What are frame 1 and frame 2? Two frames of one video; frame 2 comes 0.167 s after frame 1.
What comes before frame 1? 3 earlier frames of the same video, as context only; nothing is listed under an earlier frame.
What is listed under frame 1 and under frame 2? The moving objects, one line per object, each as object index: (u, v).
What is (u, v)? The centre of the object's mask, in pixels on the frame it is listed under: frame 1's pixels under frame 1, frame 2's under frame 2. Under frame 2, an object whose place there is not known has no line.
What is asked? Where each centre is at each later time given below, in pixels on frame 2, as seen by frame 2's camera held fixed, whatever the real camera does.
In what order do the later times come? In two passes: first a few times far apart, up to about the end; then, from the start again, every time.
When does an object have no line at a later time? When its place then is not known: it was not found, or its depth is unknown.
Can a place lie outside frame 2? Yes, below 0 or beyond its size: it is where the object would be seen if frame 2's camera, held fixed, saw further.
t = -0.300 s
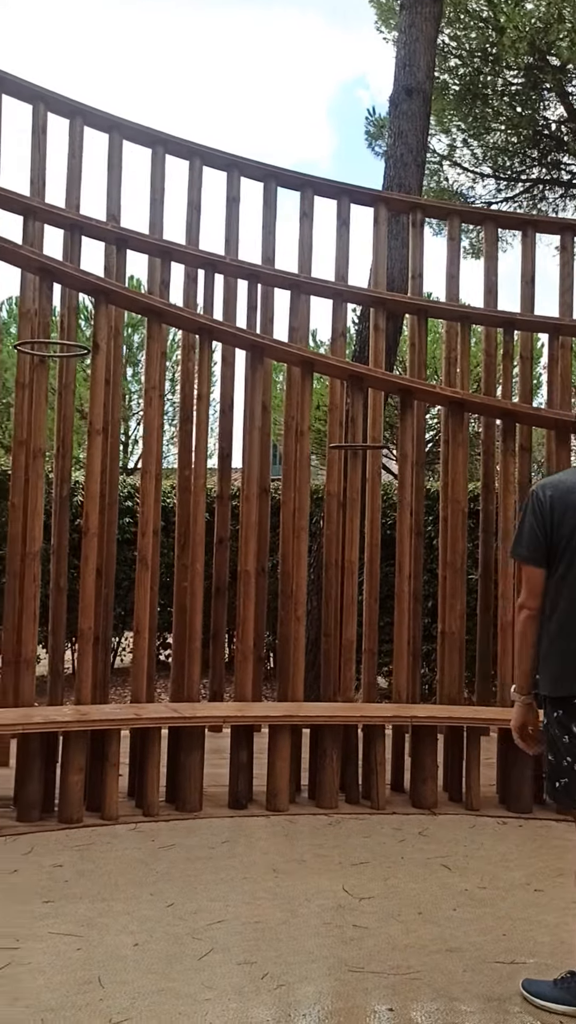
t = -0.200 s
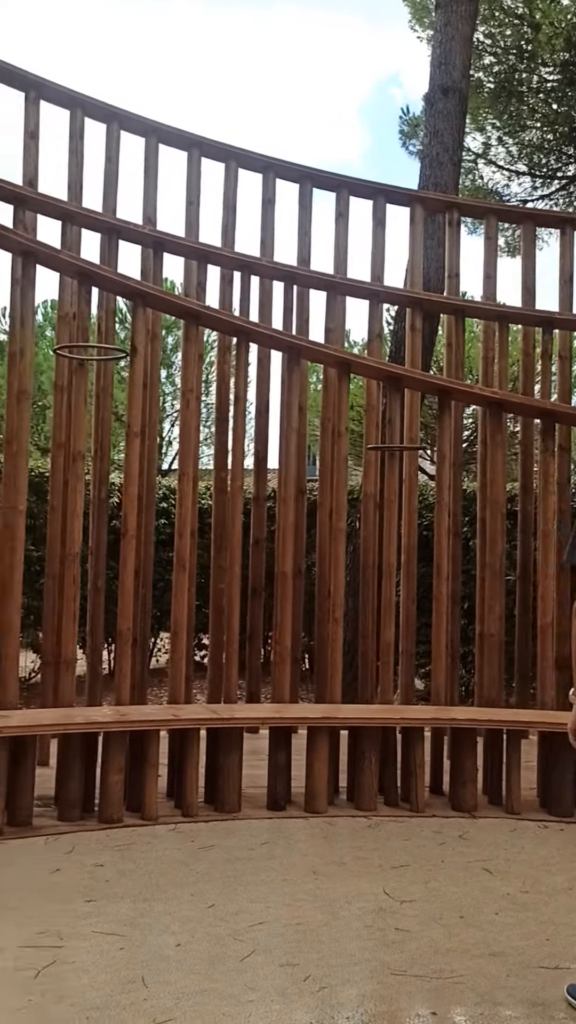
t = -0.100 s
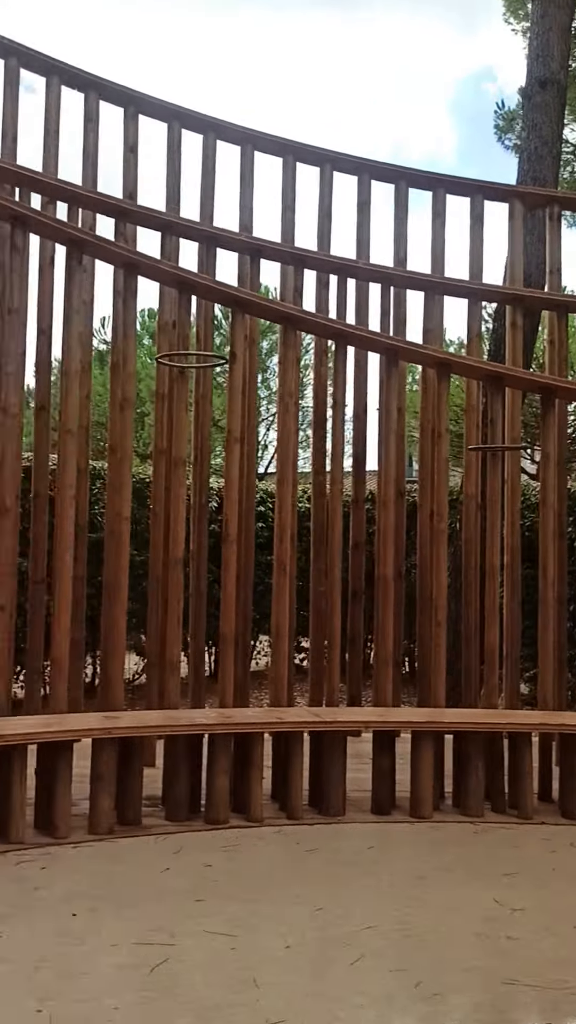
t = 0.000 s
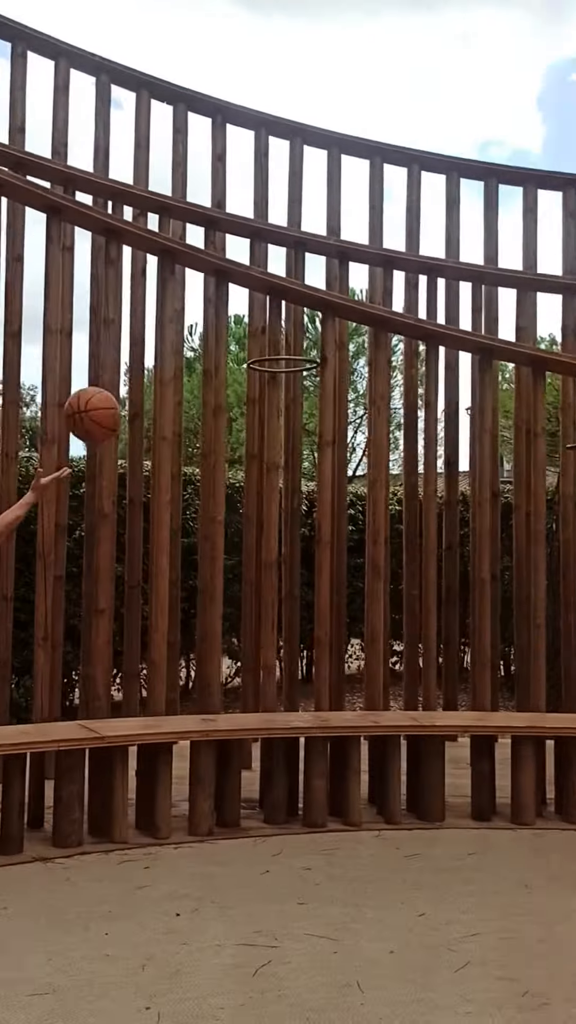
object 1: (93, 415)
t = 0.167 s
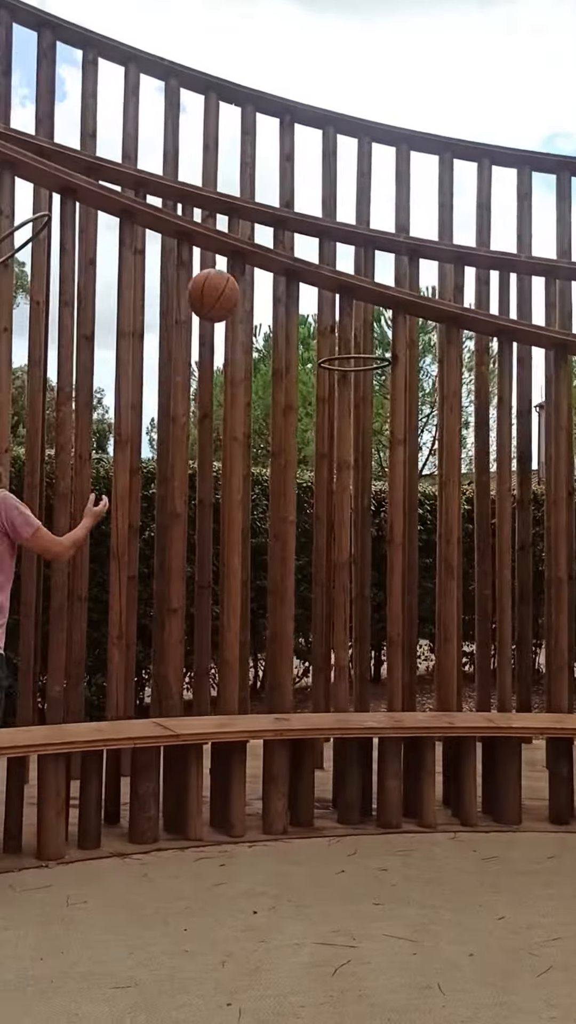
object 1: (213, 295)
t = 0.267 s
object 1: (239, 255)
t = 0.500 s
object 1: (293, 242)
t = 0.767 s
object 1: (345, 349)
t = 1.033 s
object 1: (375, 566)
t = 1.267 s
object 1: (355, 614)
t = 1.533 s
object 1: (343, 521)
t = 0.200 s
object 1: (222, 279)
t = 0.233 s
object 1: (231, 266)
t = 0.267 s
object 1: (239, 255)
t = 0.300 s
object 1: (247, 246)
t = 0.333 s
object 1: (255, 236)
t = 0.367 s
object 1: (263, 233)
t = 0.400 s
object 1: (271, 232)
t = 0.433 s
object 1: (279, 233)
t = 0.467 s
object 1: (286, 236)
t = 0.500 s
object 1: (293, 242)
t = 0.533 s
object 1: (300, 247)
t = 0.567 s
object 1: (307, 254)
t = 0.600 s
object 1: (313, 268)
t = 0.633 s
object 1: (319, 281)
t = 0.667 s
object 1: (325, 295)
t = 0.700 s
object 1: (332, 312)
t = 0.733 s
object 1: (339, 329)
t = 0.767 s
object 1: (345, 349)
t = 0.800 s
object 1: (351, 371)
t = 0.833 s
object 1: (356, 395)
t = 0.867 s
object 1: (362, 420)
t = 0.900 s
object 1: (366, 446)
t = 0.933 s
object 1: (373, 475)
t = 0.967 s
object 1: (377, 506)
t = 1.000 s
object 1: (379, 536)
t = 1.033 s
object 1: (375, 566)
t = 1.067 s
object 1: (370, 599)
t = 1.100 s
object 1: (366, 634)
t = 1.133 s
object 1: (362, 673)
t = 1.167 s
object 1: (360, 686)
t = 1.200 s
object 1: (358, 661)
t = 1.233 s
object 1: (357, 637)
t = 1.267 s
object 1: (355, 614)
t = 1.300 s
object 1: (354, 596)
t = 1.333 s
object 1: (353, 579)
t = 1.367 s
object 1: (351, 564)
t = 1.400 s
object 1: (349, 551)
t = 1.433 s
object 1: (348, 540)
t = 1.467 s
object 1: (346, 532)
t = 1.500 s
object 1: (344, 525)
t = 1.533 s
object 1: (343, 521)
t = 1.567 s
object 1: (341, 519)
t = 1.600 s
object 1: (339, 518)
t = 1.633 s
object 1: (337, 520)
